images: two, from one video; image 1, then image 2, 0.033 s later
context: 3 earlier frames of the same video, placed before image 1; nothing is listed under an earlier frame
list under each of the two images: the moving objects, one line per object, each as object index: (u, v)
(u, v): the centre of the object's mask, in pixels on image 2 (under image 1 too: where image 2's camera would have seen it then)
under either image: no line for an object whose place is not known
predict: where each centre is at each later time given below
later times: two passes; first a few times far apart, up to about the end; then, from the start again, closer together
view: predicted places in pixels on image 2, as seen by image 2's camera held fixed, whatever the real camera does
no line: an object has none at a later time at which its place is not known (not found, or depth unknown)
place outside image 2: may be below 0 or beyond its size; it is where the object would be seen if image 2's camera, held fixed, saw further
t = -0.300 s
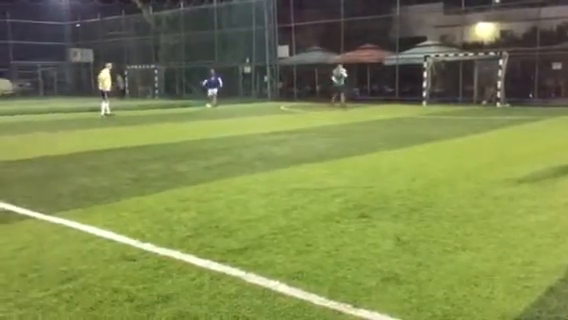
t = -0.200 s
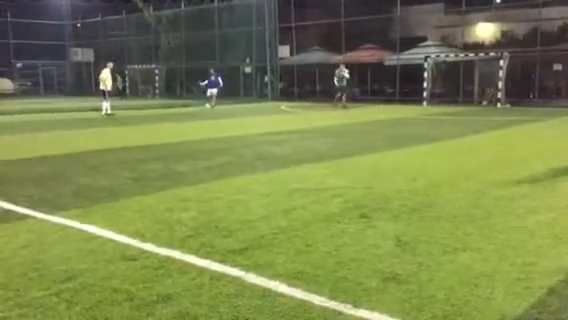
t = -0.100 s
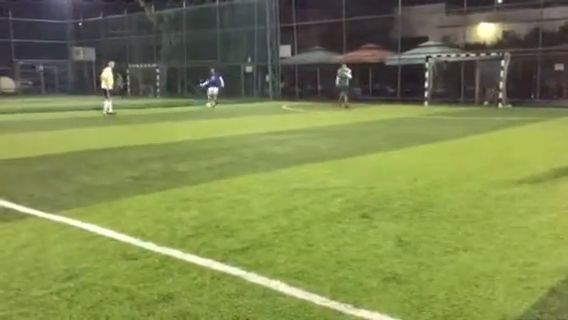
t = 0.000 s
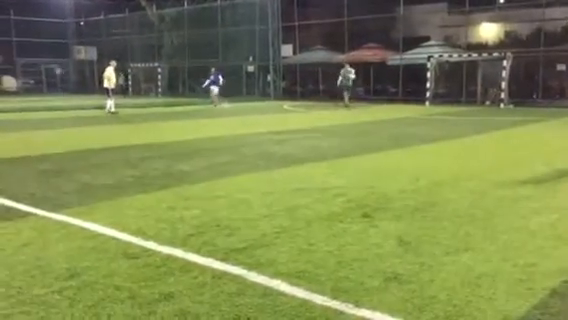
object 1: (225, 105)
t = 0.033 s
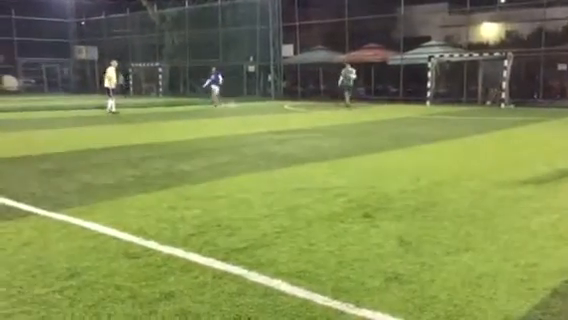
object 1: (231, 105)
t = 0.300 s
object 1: (279, 112)
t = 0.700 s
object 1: (371, 120)
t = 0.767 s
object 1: (388, 124)
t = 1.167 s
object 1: (512, 135)
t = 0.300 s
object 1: (279, 112)
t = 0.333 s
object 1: (286, 113)
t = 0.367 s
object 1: (294, 114)
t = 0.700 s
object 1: (371, 120)
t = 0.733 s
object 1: (380, 122)
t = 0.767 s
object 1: (388, 124)
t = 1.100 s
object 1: (489, 133)
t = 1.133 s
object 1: (500, 135)
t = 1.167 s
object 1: (512, 135)
